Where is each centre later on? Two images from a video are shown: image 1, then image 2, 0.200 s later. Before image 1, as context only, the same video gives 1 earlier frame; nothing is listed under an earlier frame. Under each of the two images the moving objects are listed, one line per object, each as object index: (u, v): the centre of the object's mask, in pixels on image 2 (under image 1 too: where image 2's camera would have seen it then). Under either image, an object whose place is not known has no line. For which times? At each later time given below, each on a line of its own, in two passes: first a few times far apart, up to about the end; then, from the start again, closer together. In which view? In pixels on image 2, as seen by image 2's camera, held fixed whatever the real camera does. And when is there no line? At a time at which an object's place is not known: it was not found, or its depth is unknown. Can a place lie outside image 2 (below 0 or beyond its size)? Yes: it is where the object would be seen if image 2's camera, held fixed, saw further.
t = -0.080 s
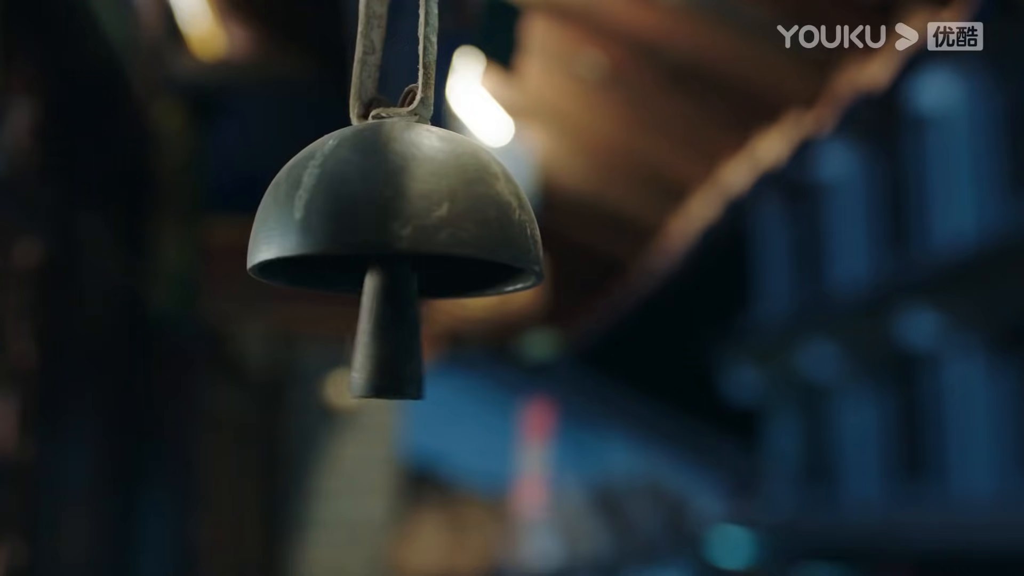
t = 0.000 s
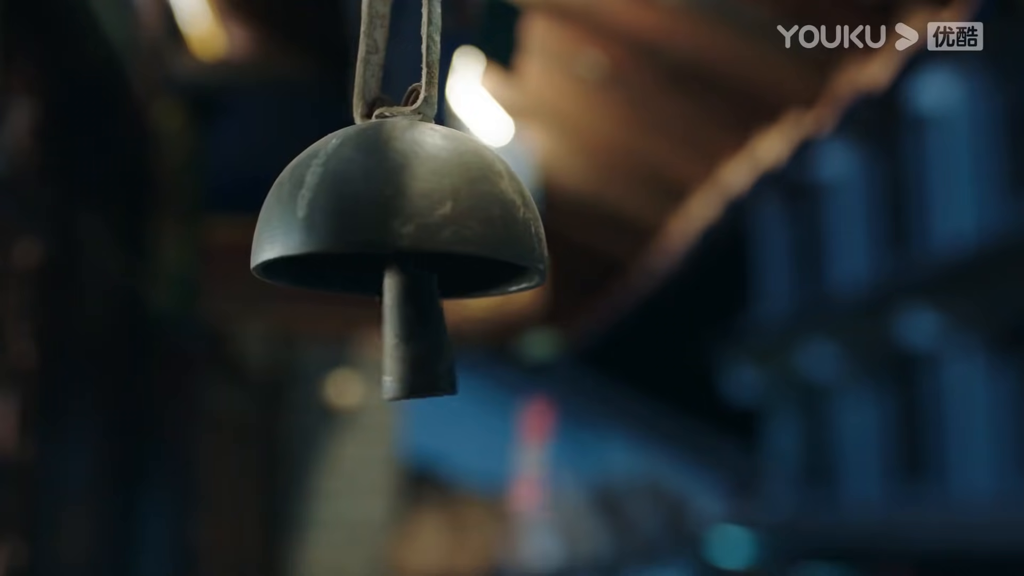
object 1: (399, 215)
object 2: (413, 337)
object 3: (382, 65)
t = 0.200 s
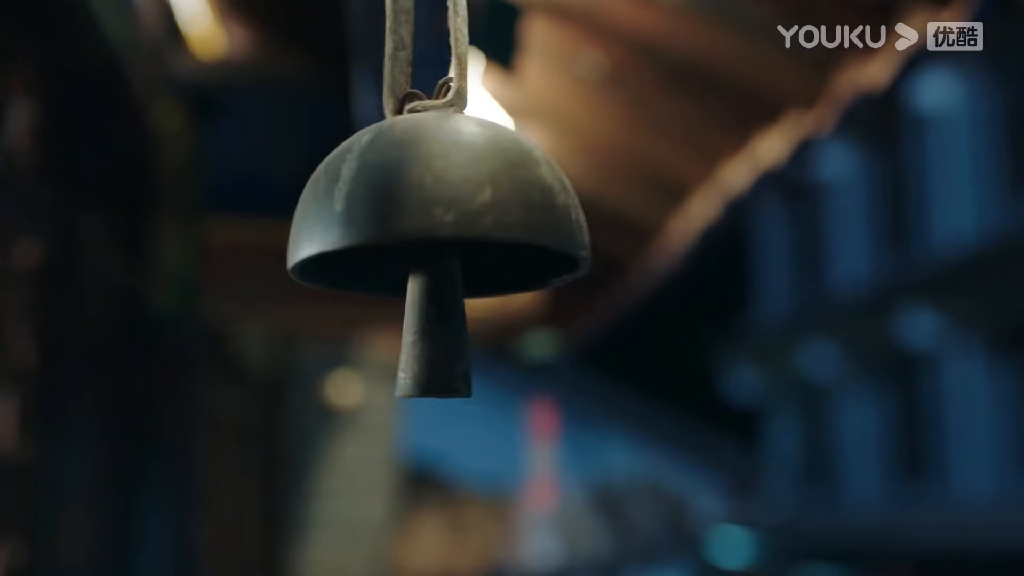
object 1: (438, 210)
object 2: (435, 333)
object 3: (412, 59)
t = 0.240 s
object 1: (445, 210)
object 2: (434, 332)
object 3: (417, 62)
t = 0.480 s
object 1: (446, 209)
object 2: (470, 331)
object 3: (418, 62)
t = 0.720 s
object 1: (410, 214)
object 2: (395, 334)
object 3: (390, 65)
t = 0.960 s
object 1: (402, 215)
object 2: (396, 335)
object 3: (385, 65)
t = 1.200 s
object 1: (438, 210)
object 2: (448, 330)
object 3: (412, 63)
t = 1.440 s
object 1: (448, 209)
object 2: (447, 327)
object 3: (419, 59)
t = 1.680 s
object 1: (410, 214)
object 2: (419, 334)
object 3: (391, 62)
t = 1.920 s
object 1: (405, 215)
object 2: (379, 332)
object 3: (387, 64)
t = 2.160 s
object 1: (434, 211)
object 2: (461, 327)
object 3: (410, 59)
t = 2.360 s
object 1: (448, 209)
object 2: (433, 327)
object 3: (418, 61)
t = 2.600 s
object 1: (413, 214)
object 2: (433, 332)
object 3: (393, 63)
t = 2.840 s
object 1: (402, 215)
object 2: (377, 333)
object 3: (383, 65)
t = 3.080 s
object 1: (423, 213)
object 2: (438, 331)
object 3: (400, 61)
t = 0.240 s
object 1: (445, 210)
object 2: (434, 332)
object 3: (417, 62)
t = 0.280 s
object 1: (451, 209)
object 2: (435, 327)
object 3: (421, 61)
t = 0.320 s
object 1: (454, 208)
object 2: (440, 326)
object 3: (423, 61)
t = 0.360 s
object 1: (456, 208)
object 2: (447, 325)
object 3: (425, 58)
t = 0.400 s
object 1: (454, 208)
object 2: (455, 325)
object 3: (424, 58)
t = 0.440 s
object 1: (451, 209)
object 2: (464, 331)
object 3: (421, 59)
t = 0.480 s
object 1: (446, 209)
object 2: (470, 331)
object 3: (418, 62)
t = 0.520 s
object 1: (440, 210)
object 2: (470, 330)
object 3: (413, 62)
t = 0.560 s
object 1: (432, 211)
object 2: (463, 332)
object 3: (407, 63)
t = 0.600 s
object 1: (426, 212)
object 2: (450, 334)
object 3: (403, 61)
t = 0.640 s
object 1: (420, 213)
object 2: (433, 337)
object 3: (398, 61)
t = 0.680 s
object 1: (415, 214)
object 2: (413, 339)
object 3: (394, 63)
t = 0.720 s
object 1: (410, 214)
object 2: (395, 334)
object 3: (390, 65)
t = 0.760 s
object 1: (406, 215)
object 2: (379, 337)
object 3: (387, 65)
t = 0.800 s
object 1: (403, 215)
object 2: (370, 334)
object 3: (385, 65)
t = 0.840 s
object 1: (402, 215)
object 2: (369, 334)
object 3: (384, 65)
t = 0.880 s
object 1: (401, 215)
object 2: (372, 334)
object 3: (383, 64)
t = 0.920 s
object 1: (400, 215)
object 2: (381, 334)
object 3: (383, 64)
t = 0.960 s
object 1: (402, 215)
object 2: (396, 335)
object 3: (385, 65)
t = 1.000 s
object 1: (406, 215)
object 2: (413, 335)
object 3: (388, 65)
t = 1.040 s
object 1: (409, 214)
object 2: (428, 334)
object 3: (391, 65)
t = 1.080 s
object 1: (416, 213)
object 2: (440, 332)
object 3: (396, 63)
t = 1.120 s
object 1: (423, 212)
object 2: (447, 330)
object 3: (401, 64)
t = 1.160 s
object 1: (430, 212)
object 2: (449, 330)
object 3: (407, 61)
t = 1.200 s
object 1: (438, 210)
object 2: (448, 330)
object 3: (412, 63)
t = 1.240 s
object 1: (445, 210)
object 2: (444, 329)
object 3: (417, 62)
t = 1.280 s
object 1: (451, 209)
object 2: (441, 328)
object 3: (421, 61)
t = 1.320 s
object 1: (454, 209)
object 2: (440, 327)
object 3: (423, 58)
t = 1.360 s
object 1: (455, 208)
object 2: (440, 326)
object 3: (423, 61)
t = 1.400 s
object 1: (453, 209)
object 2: (443, 327)
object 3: (422, 59)
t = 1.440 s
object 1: (448, 209)
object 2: (447, 327)
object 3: (419, 59)
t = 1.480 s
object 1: (442, 210)
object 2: (451, 327)
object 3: (414, 63)
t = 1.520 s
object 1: (435, 211)
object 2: (453, 328)
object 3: (408, 63)
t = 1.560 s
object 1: (427, 212)
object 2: (452, 329)
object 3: (404, 61)
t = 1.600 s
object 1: (421, 213)
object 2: (445, 330)
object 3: (399, 64)
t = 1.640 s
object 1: (415, 213)
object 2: (434, 332)
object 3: (394, 64)
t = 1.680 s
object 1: (410, 214)
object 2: (419, 334)
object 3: (391, 62)
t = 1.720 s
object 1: (406, 215)
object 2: (402, 335)
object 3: (388, 64)
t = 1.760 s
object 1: (404, 215)
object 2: (387, 335)
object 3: (385, 65)
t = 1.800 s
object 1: (403, 215)
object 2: (377, 334)
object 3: (385, 65)
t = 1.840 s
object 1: (403, 215)
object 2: (371, 334)
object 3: (385, 64)
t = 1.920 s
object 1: (405, 215)
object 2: (379, 332)
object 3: (387, 64)
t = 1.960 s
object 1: (408, 215)
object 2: (392, 334)
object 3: (389, 63)
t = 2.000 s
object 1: (411, 214)
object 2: (409, 335)
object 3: (391, 65)
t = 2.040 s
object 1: (416, 214)
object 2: (427, 336)
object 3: (396, 64)
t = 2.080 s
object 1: (421, 212)
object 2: (443, 330)
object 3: (400, 61)
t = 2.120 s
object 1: (427, 212)
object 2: (454, 329)
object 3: (405, 60)
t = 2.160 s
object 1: (434, 211)
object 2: (461, 327)
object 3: (410, 59)
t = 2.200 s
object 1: (436, 210)
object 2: (457, 327)
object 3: (410, 62)
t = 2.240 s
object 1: (441, 209)
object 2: (453, 328)
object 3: (414, 61)
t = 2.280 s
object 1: (445, 209)
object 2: (446, 328)
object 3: (416, 61)
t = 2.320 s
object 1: (448, 209)
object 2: (439, 328)
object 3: (418, 61)
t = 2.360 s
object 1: (448, 209)
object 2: (433, 327)
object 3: (418, 61)
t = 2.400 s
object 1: (445, 209)
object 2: (429, 327)
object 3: (416, 62)
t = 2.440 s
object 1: (441, 210)
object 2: (429, 328)
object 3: (413, 62)
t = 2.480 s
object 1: (436, 211)
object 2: (431, 329)
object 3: (409, 61)
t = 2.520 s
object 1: (427, 212)
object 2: (433, 331)
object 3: (403, 63)
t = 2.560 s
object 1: (420, 213)
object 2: (434, 332)
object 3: (398, 64)
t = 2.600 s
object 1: (413, 214)
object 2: (433, 332)
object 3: (393, 63)
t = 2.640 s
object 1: (408, 214)
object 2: (428, 333)
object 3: (389, 62)
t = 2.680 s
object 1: (403, 215)
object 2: (418, 334)
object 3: (385, 66)
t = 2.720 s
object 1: (401, 215)
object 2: (407, 335)
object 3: (384, 62)
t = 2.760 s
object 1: (400, 215)
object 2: (395, 336)
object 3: (383, 64)
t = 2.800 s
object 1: (400, 215)
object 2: (384, 335)
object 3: (383, 64)
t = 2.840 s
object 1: (402, 215)
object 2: (377, 333)
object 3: (383, 65)
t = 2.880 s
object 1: (404, 215)
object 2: (375, 333)
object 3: (385, 66)
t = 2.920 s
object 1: (408, 215)
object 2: (379, 332)
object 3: (388, 64)
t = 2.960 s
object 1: (411, 214)
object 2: (388, 332)
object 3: (390, 65)
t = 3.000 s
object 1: (415, 214)
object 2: (404, 332)
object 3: (394, 62)
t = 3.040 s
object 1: (419, 213)
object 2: (421, 332)
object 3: (397, 63)
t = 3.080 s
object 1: (423, 213)
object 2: (438, 331)
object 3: (400, 61)
